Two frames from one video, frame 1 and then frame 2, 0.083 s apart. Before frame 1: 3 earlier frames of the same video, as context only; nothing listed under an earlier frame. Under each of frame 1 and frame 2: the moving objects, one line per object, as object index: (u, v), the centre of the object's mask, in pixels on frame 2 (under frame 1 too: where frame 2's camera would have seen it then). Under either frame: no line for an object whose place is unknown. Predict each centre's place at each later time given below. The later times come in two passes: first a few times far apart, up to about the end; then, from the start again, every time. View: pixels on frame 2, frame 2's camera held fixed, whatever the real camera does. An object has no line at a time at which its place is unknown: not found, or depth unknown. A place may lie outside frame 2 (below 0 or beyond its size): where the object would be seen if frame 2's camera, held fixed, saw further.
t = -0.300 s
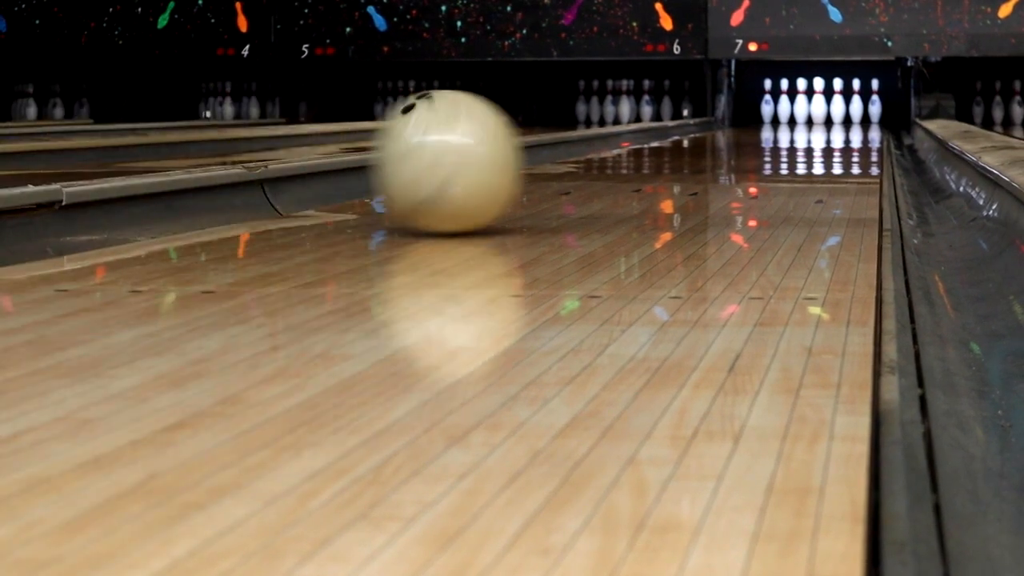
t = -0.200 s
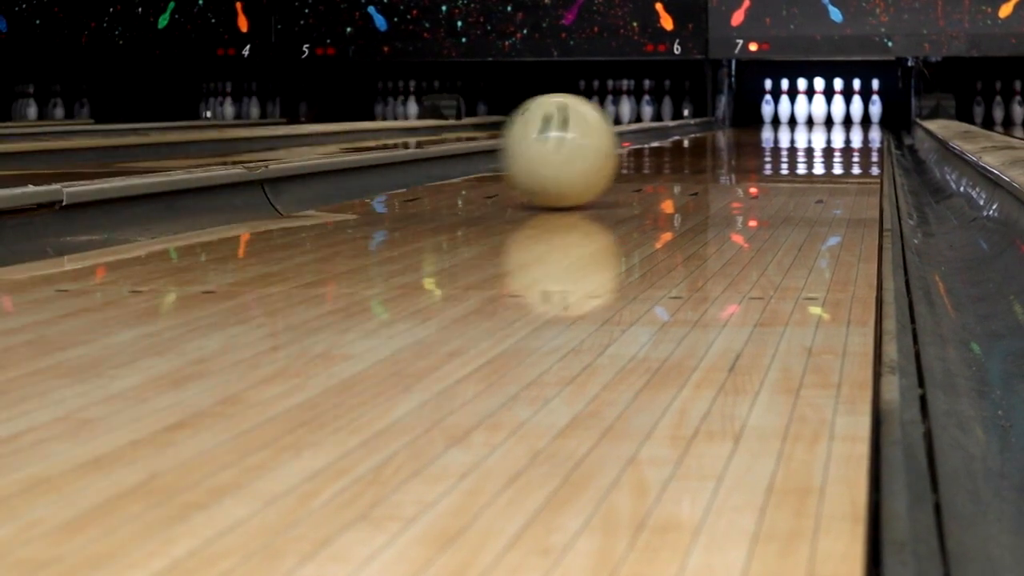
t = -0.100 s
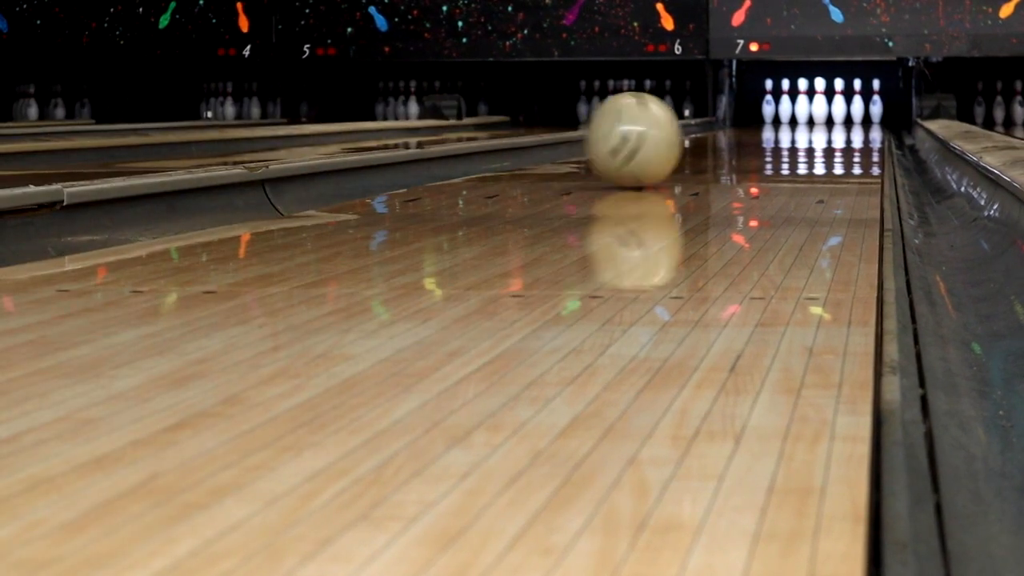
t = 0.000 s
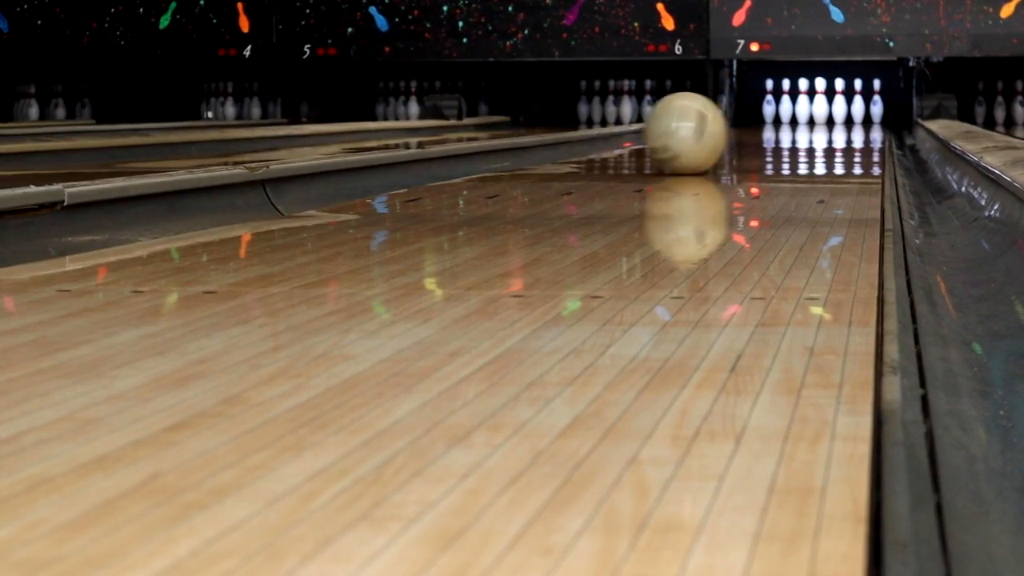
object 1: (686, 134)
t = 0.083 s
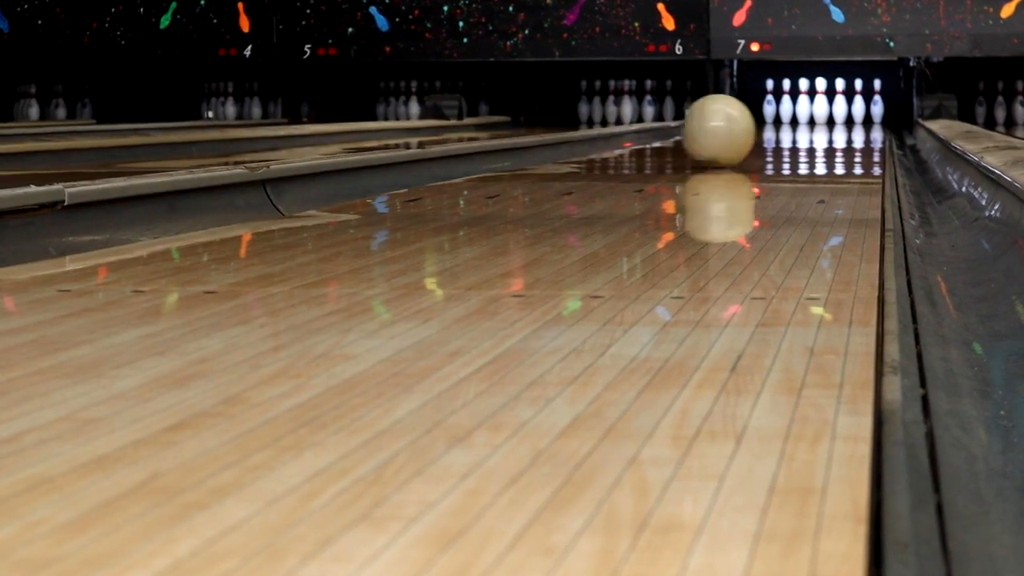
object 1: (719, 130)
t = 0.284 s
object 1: (771, 124)
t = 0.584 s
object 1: (819, 119)
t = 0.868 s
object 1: (843, 115)
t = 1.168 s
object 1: (849, 112)
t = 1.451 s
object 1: (839, 112)
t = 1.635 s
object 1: (838, 110)
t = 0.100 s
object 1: (724, 131)
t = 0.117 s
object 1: (729, 130)
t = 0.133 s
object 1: (734, 130)
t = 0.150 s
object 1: (739, 129)
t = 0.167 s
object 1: (744, 128)
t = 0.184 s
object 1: (749, 127)
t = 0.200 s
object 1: (753, 127)
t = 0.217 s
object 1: (757, 126)
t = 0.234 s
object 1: (760, 126)
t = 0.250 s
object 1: (764, 126)
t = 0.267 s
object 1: (768, 125)
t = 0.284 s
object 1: (771, 124)
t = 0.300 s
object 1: (774, 124)
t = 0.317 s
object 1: (778, 124)
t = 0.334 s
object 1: (782, 123)
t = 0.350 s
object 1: (785, 123)
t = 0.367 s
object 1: (788, 122)
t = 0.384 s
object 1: (791, 122)
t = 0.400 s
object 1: (794, 122)
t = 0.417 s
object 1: (796, 121)
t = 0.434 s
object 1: (799, 121)
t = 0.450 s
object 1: (802, 121)
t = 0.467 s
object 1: (805, 120)
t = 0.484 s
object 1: (807, 120)
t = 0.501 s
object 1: (809, 120)
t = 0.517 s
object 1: (811, 120)
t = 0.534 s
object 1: (813, 120)
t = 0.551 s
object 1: (815, 119)
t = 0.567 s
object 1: (817, 119)
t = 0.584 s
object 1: (819, 119)
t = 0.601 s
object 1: (821, 118)
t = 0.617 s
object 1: (823, 118)
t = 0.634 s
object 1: (825, 118)
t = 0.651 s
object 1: (826, 118)
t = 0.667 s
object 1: (828, 117)
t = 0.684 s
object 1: (830, 117)
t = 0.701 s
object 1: (831, 117)
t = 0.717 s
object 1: (833, 116)
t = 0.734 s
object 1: (834, 116)
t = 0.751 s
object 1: (835, 116)
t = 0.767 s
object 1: (837, 116)
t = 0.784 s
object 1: (838, 115)
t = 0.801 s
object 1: (839, 115)
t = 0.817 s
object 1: (840, 115)
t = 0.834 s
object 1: (841, 115)
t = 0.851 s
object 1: (842, 115)
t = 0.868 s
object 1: (843, 115)
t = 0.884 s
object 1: (844, 115)
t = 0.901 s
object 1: (844, 114)
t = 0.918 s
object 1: (846, 114)
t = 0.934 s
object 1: (846, 114)
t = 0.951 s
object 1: (847, 114)
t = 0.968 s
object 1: (847, 114)
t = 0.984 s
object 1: (848, 114)
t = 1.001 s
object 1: (848, 114)
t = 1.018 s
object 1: (849, 114)
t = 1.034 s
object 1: (849, 113)
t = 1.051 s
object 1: (849, 113)
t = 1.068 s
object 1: (849, 113)
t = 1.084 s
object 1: (850, 113)
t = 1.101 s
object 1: (850, 113)
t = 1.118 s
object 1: (850, 113)
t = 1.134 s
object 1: (849, 113)
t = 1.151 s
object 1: (849, 113)
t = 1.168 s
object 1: (849, 112)
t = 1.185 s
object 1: (849, 113)
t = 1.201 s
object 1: (849, 112)
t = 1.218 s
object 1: (849, 113)
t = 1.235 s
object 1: (848, 112)
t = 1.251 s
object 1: (847, 112)
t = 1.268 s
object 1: (847, 112)
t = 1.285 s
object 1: (846, 112)
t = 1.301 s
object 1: (845, 112)
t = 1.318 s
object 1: (845, 112)
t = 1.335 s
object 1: (844, 112)
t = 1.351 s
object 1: (844, 112)
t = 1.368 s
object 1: (843, 112)
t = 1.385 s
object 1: (842, 112)
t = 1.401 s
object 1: (842, 112)
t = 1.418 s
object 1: (840, 112)
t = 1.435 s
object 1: (840, 112)
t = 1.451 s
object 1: (839, 112)
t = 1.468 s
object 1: (838, 111)
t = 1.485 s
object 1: (836, 111)
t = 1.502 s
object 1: (835, 110)
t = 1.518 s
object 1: (835, 110)
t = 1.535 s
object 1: (836, 110)
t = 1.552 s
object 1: (837, 110)
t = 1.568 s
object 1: (837, 110)
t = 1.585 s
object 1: (837, 110)
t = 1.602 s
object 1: (838, 110)
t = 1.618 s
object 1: (837, 111)
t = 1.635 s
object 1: (838, 110)
